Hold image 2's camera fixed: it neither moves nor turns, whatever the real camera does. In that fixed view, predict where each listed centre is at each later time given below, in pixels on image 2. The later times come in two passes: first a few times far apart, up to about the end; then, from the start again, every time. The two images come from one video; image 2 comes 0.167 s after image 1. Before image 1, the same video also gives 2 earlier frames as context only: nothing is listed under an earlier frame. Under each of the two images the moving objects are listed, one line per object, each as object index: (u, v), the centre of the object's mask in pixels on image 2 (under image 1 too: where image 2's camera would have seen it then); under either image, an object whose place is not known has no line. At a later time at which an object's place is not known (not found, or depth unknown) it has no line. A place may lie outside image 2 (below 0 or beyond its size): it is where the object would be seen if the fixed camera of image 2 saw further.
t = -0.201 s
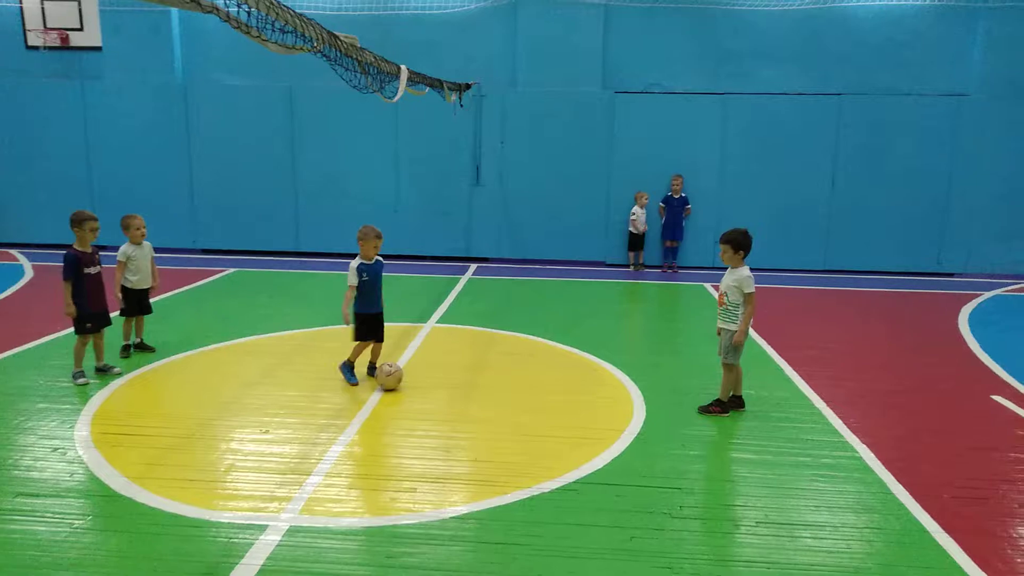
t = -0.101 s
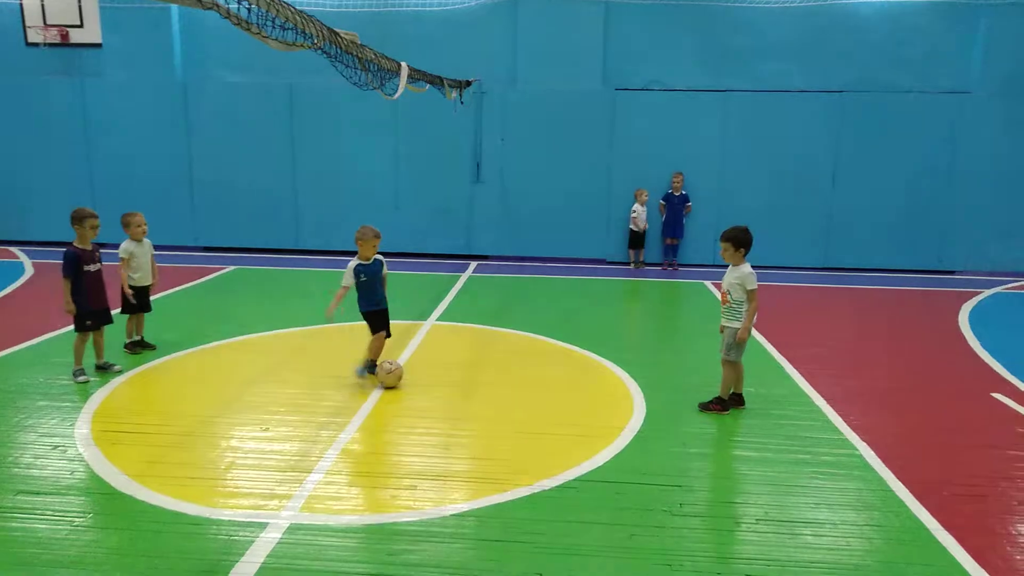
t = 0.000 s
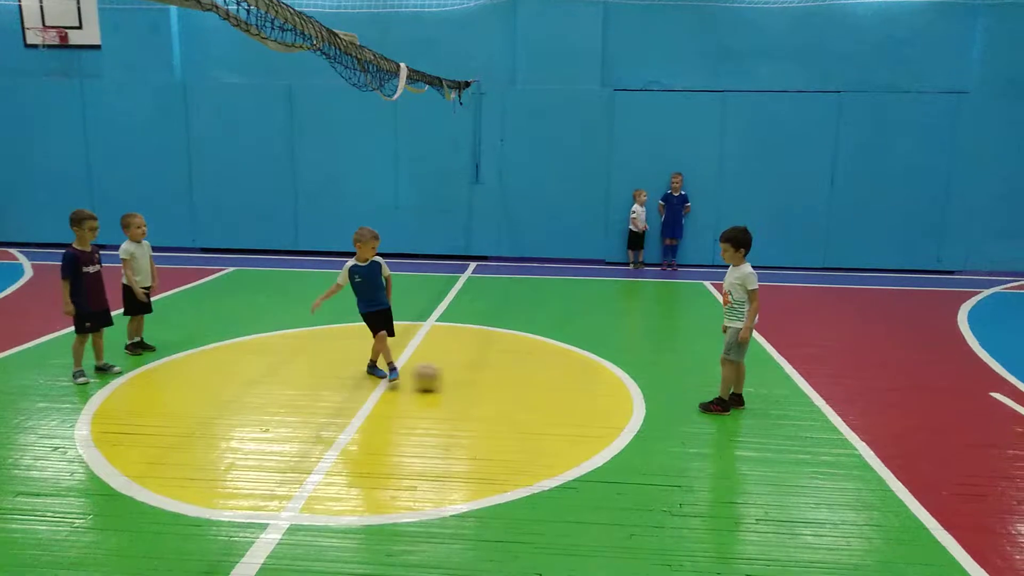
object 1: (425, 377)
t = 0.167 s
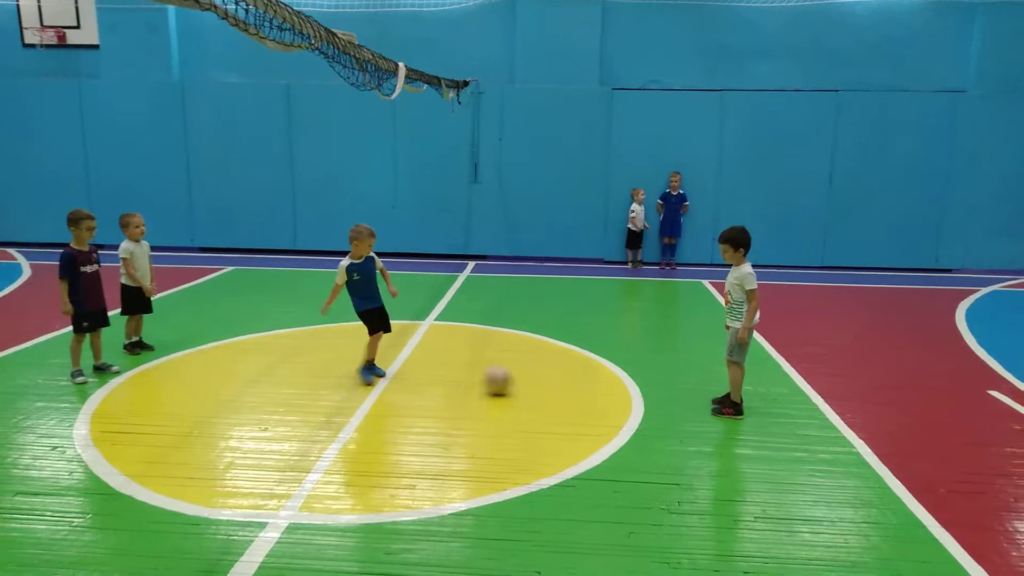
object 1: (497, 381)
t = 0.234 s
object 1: (522, 383)
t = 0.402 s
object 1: (575, 387)
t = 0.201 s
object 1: (510, 382)
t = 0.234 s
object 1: (522, 383)
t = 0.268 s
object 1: (534, 384)
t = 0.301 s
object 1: (544, 385)
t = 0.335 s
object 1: (555, 386)
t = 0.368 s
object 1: (565, 387)
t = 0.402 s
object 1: (575, 387)
